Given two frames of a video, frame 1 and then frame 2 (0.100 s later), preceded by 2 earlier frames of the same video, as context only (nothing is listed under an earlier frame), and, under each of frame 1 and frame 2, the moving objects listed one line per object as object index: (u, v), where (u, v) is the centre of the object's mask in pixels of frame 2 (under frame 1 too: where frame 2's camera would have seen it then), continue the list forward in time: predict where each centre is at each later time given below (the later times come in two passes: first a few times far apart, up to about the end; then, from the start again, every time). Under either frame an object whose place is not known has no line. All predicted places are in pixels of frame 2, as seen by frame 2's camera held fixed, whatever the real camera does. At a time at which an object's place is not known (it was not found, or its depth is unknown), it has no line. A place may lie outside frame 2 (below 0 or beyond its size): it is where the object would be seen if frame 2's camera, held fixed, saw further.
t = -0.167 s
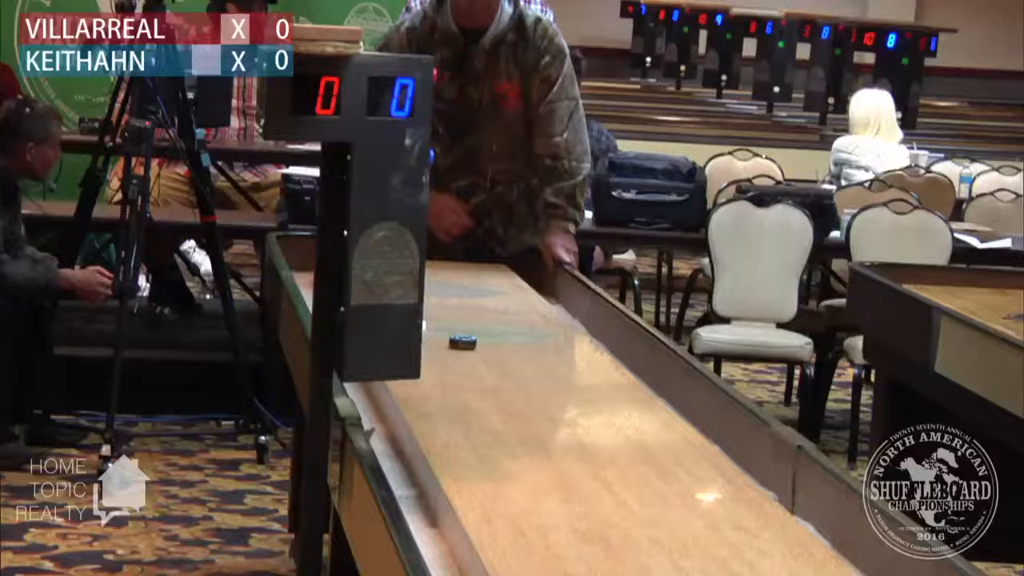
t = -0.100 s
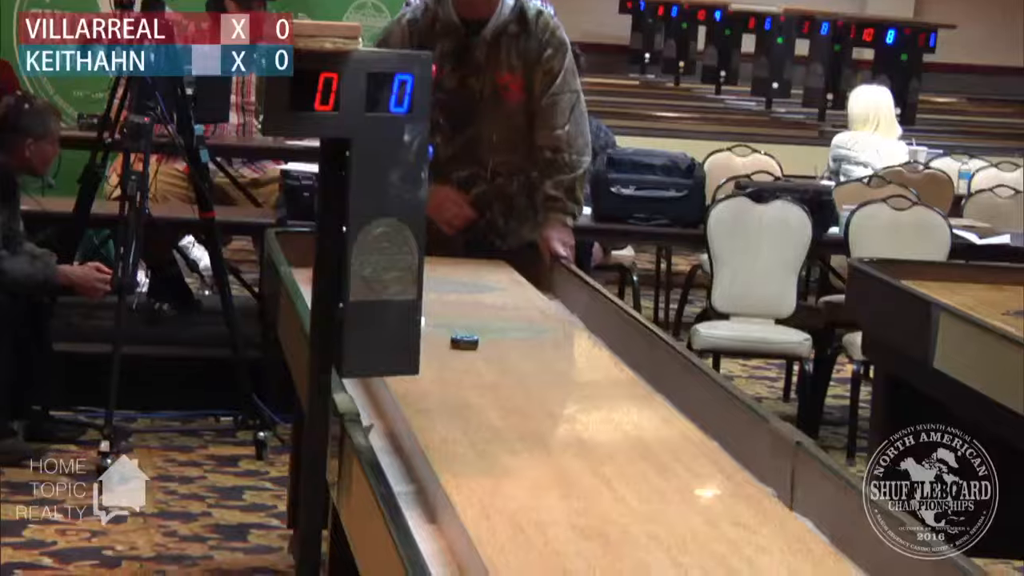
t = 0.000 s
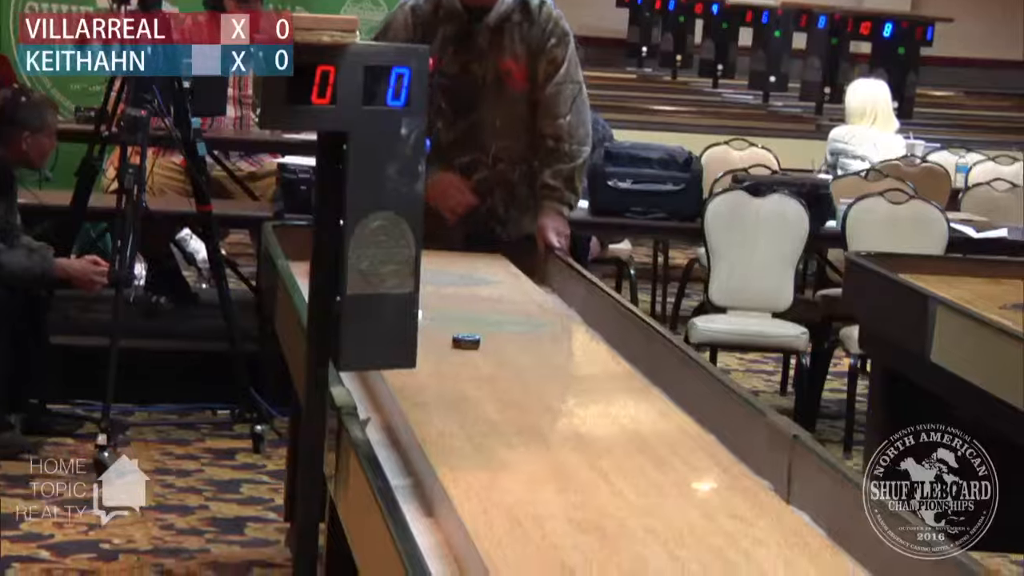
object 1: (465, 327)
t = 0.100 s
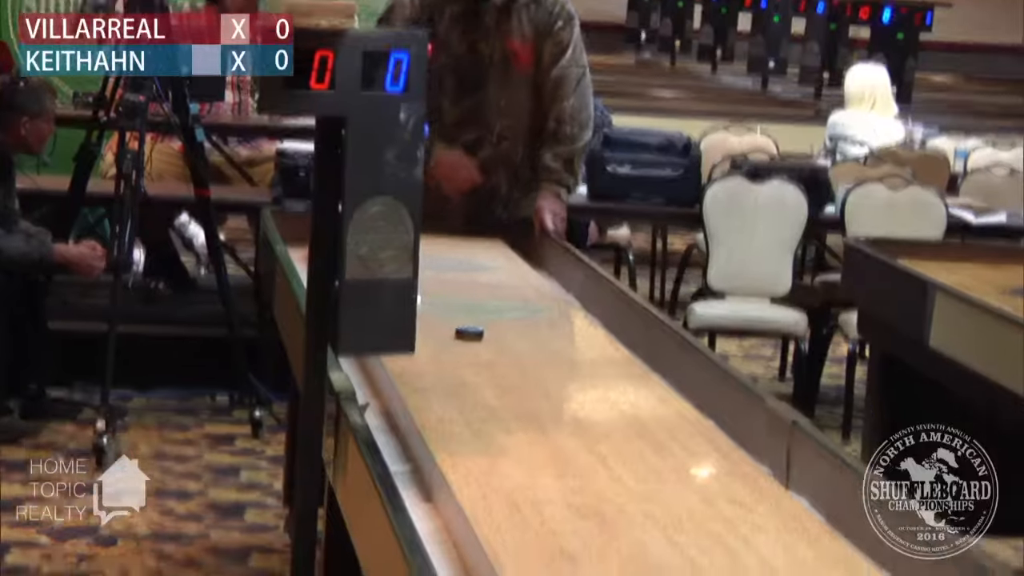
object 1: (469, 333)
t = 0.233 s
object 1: (475, 341)
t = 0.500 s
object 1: (488, 358)
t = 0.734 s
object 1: (501, 373)
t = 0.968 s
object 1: (514, 390)
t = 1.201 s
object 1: (527, 407)
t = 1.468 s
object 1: (543, 427)
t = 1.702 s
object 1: (558, 445)
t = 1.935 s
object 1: (574, 465)
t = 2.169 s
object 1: (590, 485)
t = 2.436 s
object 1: (610, 508)
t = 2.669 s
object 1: (628, 531)
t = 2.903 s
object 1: (647, 554)
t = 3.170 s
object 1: (670, 581)
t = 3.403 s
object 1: (689, 605)
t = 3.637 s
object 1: (710, 631)
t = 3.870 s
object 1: (731, 657)
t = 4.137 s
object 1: (755, 687)
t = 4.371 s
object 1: (777, 715)
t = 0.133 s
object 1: (471, 335)
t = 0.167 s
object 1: (472, 336)
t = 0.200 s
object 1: (474, 339)
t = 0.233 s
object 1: (475, 341)
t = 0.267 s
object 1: (477, 343)
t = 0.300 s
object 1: (479, 345)
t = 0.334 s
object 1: (480, 347)
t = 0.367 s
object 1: (482, 349)
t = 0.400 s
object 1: (484, 351)
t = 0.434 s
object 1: (485, 353)
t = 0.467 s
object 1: (487, 356)
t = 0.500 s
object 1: (488, 358)
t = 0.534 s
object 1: (490, 360)
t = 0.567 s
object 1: (492, 362)
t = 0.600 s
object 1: (494, 365)
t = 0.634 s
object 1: (496, 367)
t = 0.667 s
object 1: (497, 369)
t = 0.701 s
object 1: (499, 371)
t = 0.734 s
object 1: (501, 373)
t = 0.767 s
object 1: (503, 376)
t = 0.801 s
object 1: (505, 378)
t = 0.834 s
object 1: (506, 381)
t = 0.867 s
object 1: (508, 383)
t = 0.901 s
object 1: (510, 385)
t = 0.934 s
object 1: (512, 387)
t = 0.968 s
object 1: (514, 390)
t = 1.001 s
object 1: (516, 392)
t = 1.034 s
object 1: (517, 395)
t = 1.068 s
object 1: (519, 397)
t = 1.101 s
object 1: (521, 400)
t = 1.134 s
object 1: (523, 402)
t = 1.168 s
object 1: (525, 404)
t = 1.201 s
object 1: (527, 407)
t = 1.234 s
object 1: (529, 409)
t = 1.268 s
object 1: (531, 412)
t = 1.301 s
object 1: (532, 414)
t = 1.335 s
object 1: (535, 417)
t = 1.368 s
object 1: (537, 419)
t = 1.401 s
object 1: (539, 422)
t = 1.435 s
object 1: (541, 424)
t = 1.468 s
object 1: (543, 427)
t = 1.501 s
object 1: (545, 429)
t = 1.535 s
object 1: (547, 432)
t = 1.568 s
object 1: (549, 435)
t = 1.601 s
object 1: (551, 437)
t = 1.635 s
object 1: (553, 440)
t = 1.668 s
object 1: (556, 443)
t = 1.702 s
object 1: (558, 445)
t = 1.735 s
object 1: (560, 448)
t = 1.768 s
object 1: (562, 451)
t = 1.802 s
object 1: (565, 453)
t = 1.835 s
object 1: (567, 456)
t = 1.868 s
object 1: (569, 459)
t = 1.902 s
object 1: (572, 462)
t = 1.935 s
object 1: (574, 465)
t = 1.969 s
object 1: (576, 468)
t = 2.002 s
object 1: (578, 470)
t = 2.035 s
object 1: (580, 473)
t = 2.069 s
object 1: (583, 476)
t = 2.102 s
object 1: (585, 479)
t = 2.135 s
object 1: (587, 482)
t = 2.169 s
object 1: (590, 485)
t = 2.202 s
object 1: (592, 488)
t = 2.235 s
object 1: (595, 491)
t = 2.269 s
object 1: (597, 494)
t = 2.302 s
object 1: (600, 496)
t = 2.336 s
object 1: (602, 499)
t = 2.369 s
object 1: (605, 502)
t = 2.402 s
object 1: (607, 505)
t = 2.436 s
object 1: (610, 508)
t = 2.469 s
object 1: (612, 512)
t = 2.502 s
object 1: (615, 515)
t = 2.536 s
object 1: (617, 518)
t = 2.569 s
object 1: (620, 521)
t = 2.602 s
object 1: (623, 524)
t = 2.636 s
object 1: (626, 527)
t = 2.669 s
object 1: (628, 531)
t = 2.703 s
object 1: (631, 534)
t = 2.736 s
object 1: (634, 537)
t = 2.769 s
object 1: (637, 541)
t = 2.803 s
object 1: (639, 544)
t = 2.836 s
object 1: (642, 547)
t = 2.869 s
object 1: (645, 551)
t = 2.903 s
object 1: (647, 554)
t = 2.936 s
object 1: (650, 557)
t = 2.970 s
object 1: (653, 560)
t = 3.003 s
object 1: (656, 564)
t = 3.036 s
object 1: (658, 567)
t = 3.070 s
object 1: (661, 570)
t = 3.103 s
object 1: (664, 574)
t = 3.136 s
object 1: (667, 577)
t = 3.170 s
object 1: (670, 581)
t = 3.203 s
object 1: (672, 584)
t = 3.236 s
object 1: (675, 588)
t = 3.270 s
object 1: (678, 591)
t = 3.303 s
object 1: (681, 595)
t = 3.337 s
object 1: (684, 598)
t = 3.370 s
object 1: (686, 602)
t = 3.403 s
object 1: (689, 605)
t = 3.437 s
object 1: (692, 609)
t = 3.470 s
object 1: (695, 612)
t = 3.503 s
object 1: (698, 616)
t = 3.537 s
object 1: (701, 620)
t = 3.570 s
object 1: (704, 624)
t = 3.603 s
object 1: (707, 627)
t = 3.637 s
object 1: (710, 631)
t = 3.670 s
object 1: (713, 635)
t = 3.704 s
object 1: (716, 638)
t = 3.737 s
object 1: (718, 642)
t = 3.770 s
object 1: (722, 645)
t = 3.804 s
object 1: (725, 649)
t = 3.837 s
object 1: (728, 652)
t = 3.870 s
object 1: (731, 657)
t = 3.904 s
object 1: (734, 660)
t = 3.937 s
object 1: (737, 664)
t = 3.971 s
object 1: (740, 668)
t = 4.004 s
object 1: (743, 672)
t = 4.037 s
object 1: (746, 676)
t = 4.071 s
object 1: (749, 679)
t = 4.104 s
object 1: (752, 683)
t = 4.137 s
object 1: (755, 687)
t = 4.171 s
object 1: (758, 691)
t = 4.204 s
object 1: (761, 695)
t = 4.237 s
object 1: (764, 699)
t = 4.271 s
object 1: (767, 703)
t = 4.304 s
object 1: (770, 707)
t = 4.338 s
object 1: (774, 711)
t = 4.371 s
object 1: (777, 715)
